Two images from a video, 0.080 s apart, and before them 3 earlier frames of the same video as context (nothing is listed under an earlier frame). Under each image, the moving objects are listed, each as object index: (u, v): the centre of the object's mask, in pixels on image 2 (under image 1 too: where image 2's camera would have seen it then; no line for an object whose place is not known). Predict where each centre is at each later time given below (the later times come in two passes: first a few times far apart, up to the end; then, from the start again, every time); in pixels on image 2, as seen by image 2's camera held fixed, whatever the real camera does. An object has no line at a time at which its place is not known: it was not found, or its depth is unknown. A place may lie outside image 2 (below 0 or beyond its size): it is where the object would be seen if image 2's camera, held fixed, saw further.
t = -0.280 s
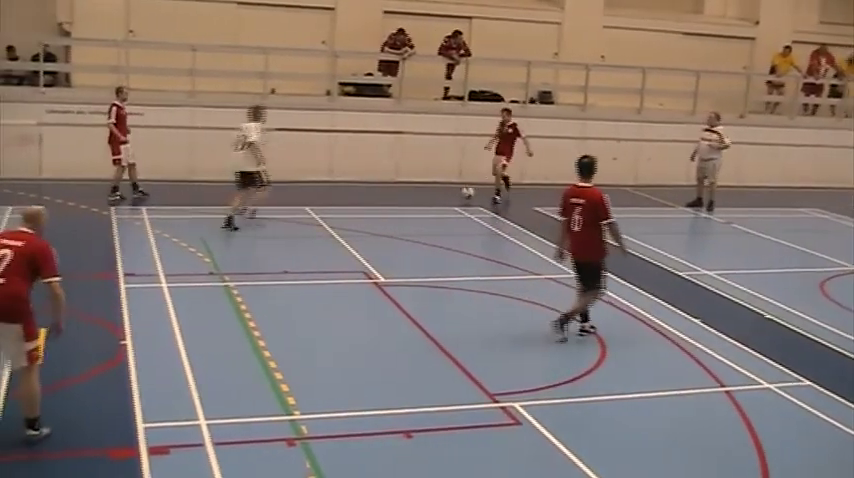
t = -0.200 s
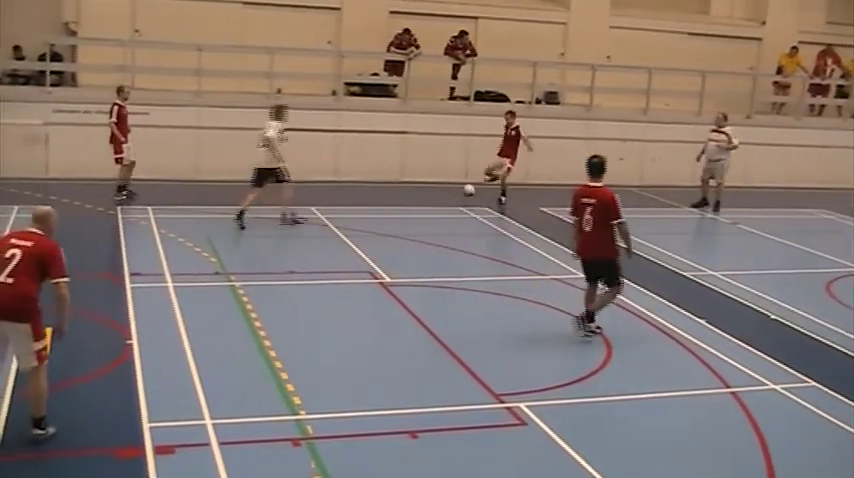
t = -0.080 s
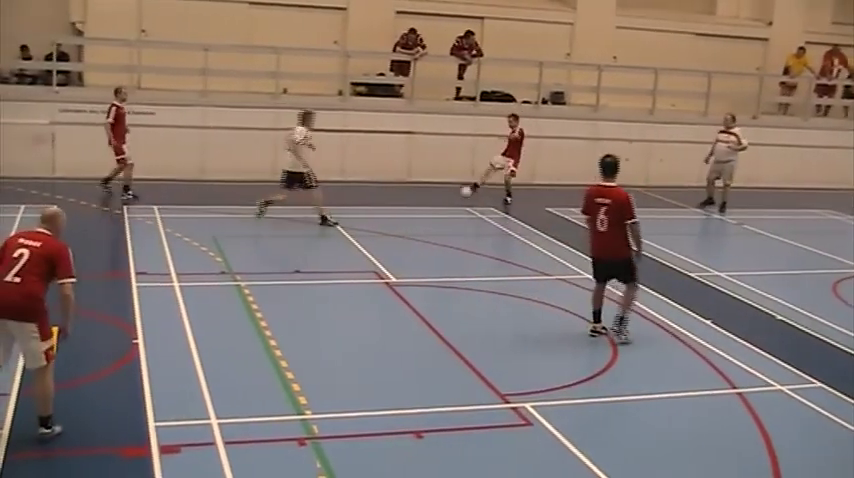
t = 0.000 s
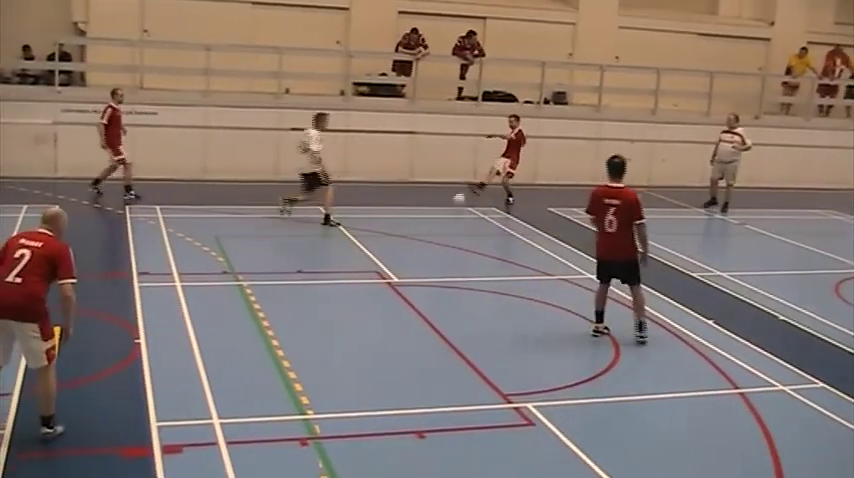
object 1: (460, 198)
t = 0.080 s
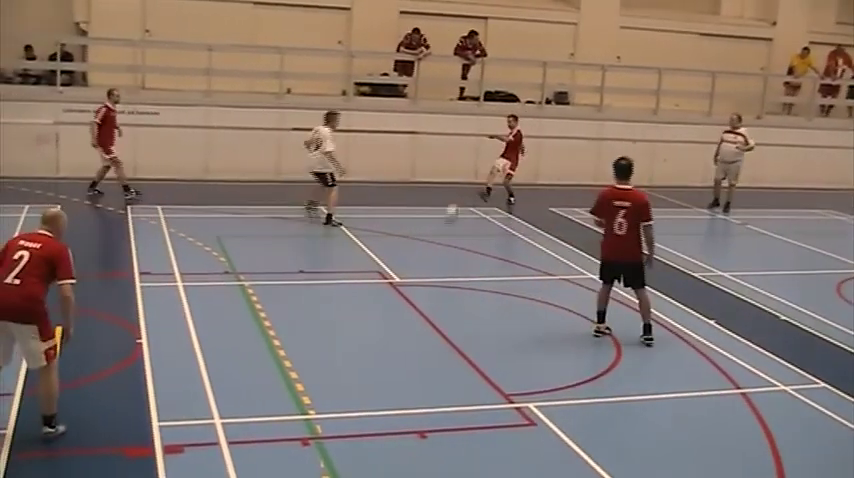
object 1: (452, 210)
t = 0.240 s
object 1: (437, 228)
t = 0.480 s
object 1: (415, 263)
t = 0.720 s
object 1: (390, 309)
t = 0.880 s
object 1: (370, 343)
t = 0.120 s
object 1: (447, 220)
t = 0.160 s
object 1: (444, 221)
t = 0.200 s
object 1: (440, 223)
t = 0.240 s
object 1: (437, 228)
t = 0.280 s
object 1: (432, 234)
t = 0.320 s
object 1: (428, 244)
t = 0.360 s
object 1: (424, 249)
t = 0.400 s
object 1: (421, 253)
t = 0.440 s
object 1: (418, 257)
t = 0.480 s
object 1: (415, 263)
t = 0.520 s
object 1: (409, 273)
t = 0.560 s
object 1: (406, 281)
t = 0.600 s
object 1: (401, 288)
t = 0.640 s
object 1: (398, 294)
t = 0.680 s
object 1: (394, 303)
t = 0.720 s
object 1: (390, 309)
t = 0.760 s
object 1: (385, 316)
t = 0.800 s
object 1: (380, 325)
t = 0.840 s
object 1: (375, 334)
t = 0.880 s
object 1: (370, 343)
